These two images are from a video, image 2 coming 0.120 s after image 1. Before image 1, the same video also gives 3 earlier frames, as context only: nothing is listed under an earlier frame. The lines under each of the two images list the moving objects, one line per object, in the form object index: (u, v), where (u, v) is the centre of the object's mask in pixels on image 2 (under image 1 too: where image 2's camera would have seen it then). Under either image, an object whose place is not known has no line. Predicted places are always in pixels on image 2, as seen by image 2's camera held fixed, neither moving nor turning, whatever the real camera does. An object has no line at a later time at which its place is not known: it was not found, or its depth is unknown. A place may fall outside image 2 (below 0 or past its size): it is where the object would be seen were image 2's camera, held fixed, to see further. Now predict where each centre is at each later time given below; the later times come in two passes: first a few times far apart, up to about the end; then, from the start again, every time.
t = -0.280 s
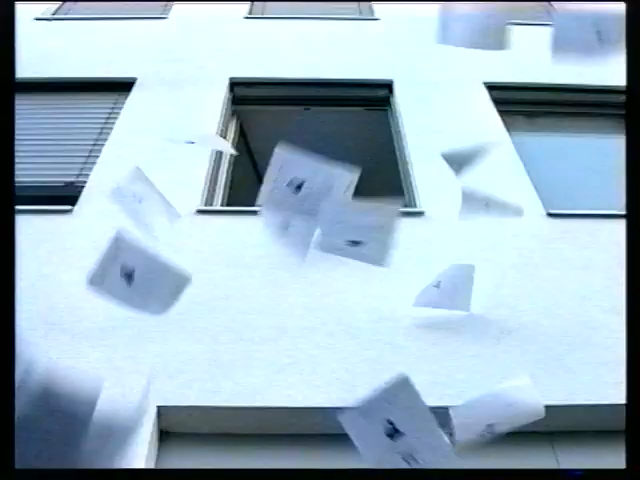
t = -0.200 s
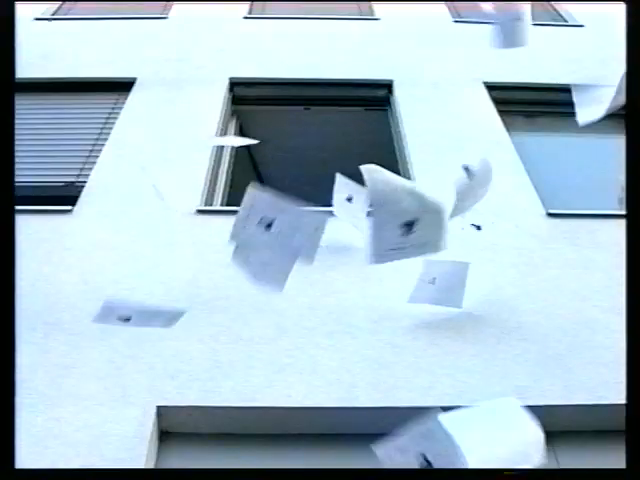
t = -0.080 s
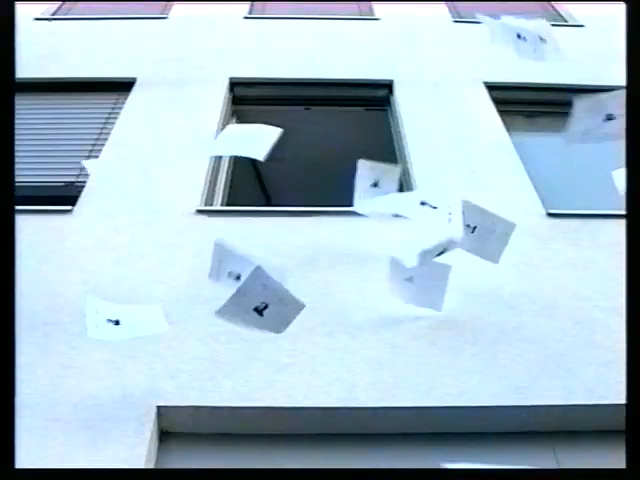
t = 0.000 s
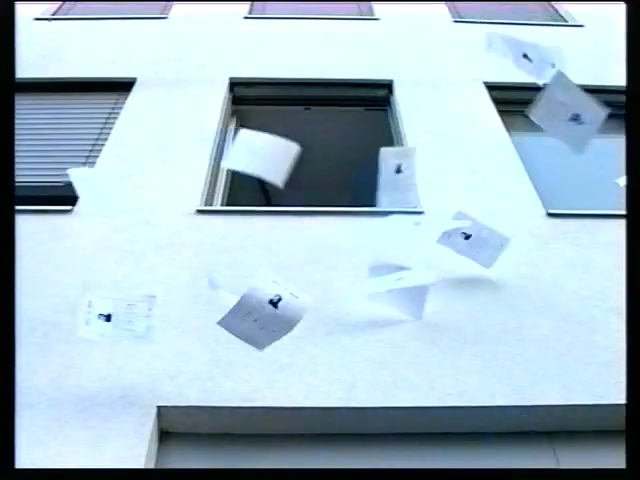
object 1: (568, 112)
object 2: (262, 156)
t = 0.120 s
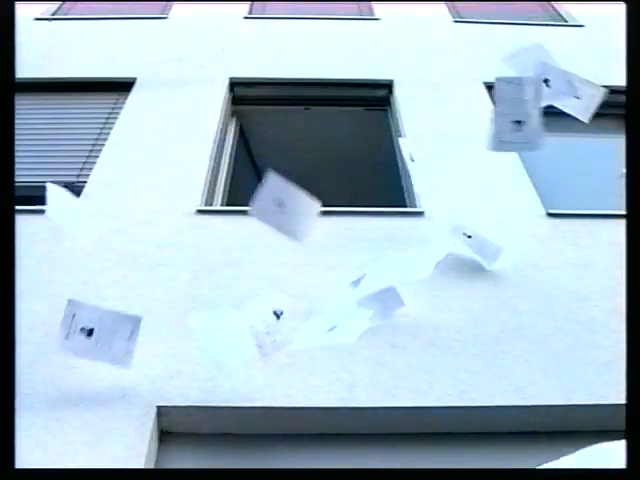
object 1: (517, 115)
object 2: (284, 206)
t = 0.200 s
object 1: (485, 116)
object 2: (292, 251)
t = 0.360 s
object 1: (443, 128)
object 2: (288, 273)
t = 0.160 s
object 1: (500, 115)
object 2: (289, 229)
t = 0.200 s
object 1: (485, 116)
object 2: (292, 251)
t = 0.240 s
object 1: (475, 117)
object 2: (295, 266)
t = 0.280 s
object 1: (465, 112)
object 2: (295, 275)
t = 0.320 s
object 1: (450, 117)
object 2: (290, 273)
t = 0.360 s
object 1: (443, 128)
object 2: (288, 273)
